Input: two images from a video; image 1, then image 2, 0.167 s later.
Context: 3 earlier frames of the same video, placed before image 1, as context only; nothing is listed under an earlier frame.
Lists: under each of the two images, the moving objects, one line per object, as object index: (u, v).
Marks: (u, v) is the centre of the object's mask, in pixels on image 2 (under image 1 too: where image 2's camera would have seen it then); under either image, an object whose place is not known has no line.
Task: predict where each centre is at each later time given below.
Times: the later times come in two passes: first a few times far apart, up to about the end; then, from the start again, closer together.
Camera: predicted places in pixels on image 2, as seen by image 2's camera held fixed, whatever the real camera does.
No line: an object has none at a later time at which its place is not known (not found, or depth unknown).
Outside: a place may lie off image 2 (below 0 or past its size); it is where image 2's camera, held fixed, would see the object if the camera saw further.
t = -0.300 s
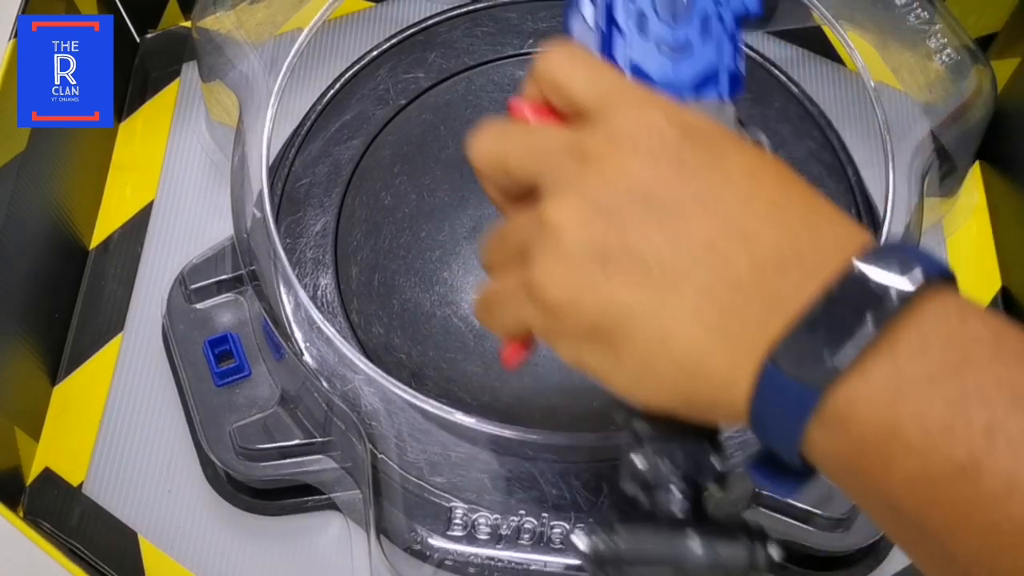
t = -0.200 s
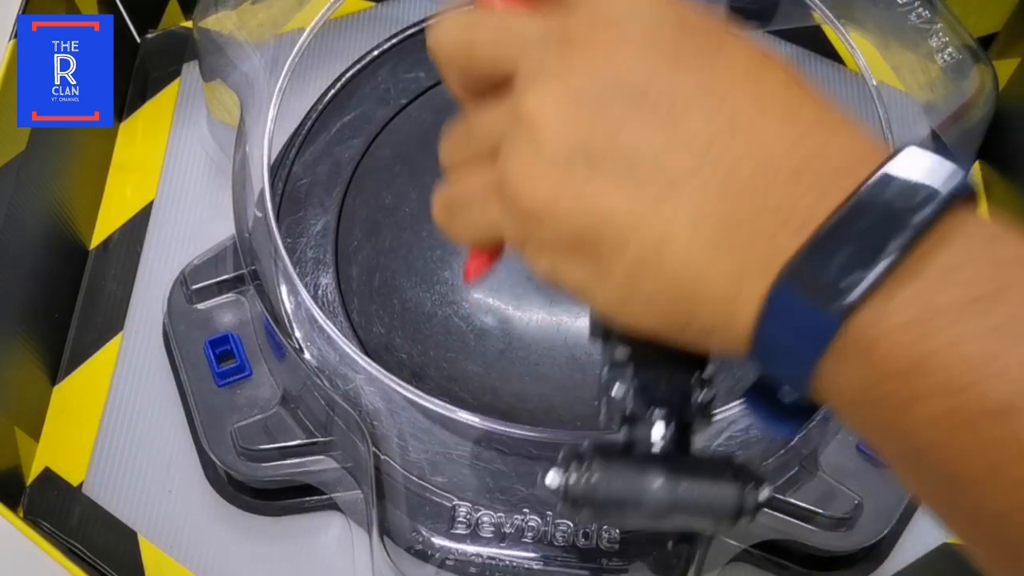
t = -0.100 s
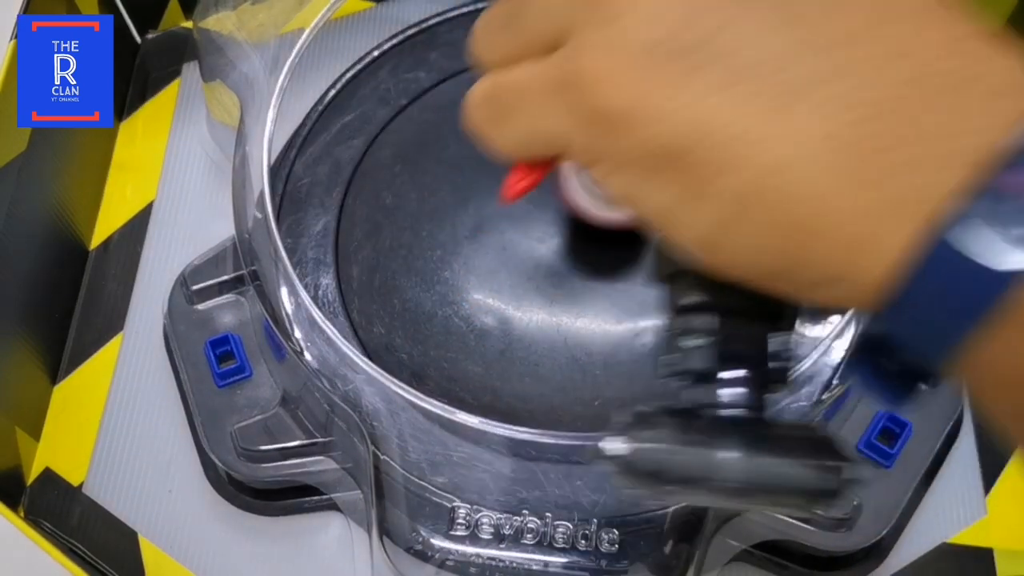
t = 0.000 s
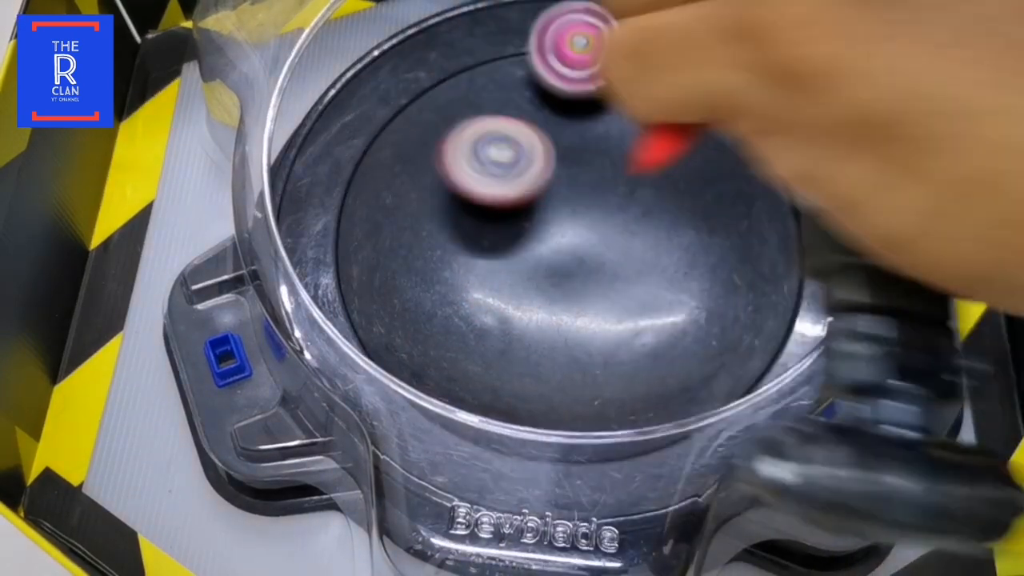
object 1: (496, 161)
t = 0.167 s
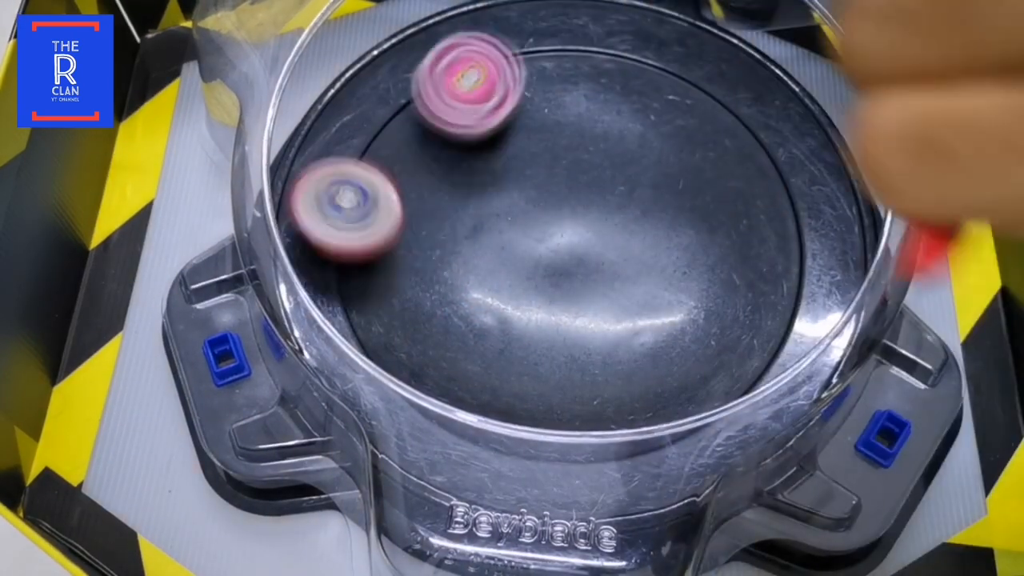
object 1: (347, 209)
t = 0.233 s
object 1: (372, 265)
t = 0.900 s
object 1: (650, 222)
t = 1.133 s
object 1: (522, 94)
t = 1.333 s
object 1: (434, 82)
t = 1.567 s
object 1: (444, 129)
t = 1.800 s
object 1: (530, 195)
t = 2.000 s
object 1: (575, 218)
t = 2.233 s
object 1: (565, 195)
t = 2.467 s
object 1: (559, 158)
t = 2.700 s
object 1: (597, 166)
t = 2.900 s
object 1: (601, 201)
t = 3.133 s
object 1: (563, 227)
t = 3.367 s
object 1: (583, 230)
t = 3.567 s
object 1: (608, 253)
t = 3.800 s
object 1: (635, 273)
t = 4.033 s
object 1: (634, 272)
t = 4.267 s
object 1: (573, 322)
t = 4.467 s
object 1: (498, 279)
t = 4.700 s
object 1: (549, 236)
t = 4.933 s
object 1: (528, 232)
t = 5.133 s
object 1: (517, 221)
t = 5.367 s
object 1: (517, 219)
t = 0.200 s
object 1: (360, 240)
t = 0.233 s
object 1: (372, 265)
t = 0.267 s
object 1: (382, 292)
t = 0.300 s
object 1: (361, 325)
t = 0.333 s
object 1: (348, 358)
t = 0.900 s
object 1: (650, 222)
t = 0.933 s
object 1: (650, 202)
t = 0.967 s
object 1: (650, 184)
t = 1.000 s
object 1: (648, 168)
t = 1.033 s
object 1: (644, 153)
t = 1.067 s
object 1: (610, 134)
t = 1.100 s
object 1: (562, 112)
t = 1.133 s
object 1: (522, 94)
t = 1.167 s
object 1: (492, 82)
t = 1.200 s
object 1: (471, 75)
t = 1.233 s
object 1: (457, 73)
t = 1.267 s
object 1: (445, 71)
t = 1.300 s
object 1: (437, 74)
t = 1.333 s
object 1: (434, 82)
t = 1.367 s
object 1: (431, 87)
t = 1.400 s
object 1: (428, 93)
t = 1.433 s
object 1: (426, 96)
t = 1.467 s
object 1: (425, 99)
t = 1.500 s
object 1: (429, 107)
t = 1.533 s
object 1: (435, 117)
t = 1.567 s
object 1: (444, 129)
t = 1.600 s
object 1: (453, 141)
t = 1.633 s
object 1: (465, 151)
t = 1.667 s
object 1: (478, 160)
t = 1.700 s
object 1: (492, 169)
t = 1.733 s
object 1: (506, 178)
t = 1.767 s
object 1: (519, 186)
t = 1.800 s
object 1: (530, 195)
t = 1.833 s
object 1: (542, 203)
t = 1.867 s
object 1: (552, 212)
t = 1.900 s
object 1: (563, 220)
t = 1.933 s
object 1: (573, 228)
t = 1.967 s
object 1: (577, 229)
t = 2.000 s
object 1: (575, 218)
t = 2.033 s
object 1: (576, 211)
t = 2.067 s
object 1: (576, 210)
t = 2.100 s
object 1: (577, 213)
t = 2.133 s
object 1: (576, 219)
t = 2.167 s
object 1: (575, 222)
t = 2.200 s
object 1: (570, 213)
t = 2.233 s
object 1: (565, 195)
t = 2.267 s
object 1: (558, 184)
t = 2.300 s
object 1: (558, 179)
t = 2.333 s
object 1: (558, 175)
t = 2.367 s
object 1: (556, 172)
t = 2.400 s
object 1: (553, 170)
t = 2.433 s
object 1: (554, 164)
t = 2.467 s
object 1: (559, 158)
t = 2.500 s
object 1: (567, 154)
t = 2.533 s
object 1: (574, 153)
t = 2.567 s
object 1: (577, 153)
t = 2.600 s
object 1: (581, 153)
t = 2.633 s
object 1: (587, 156)
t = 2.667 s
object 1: (593, 162)
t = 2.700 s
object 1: (597, 166)
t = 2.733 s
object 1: (598, 171)
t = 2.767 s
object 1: (602, 178)
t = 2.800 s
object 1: (603, 183)
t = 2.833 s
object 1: (601, 190)
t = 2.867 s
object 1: (601, 197)
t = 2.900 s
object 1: (601, 201)
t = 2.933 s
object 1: (596, 206)
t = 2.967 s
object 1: (594, 212)
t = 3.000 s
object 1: (591, 216)
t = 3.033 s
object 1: (585, 220)
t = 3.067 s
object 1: (580, 224)
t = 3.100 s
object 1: (573, 226)
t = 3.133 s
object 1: (563, 227)
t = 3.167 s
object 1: (556, 228)
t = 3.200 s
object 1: (561, 226)
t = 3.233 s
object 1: (573, 229)
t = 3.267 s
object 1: (578, 230)
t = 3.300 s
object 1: (579, 229)
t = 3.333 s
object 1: (581, 230)
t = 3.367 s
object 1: (583, 230)
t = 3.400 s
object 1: (589, 233)
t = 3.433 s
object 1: (592, 236)
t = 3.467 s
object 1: (598, 239)
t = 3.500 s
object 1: (600, 245)
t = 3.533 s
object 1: (603, 247)
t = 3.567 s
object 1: (608, 253)
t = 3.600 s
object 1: (612, 258)
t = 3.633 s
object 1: (617, 260)
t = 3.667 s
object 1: (622, 264)
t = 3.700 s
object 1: (625, 269)
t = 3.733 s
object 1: (628, 271)
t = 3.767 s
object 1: (631, 272)
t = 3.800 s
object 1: (635, 273)
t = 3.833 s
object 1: (637, 275)
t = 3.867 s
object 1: (638, 275)
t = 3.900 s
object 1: (638, 275)
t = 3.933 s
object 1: (637, 275)
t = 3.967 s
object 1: (636, 274)
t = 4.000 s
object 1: (635, 273)
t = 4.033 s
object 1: (634, 272)
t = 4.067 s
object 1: (632, 270)
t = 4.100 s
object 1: (631, 267)
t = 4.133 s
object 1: (622, 276)
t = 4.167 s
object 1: (611, 296)
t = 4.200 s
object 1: (599, 308)
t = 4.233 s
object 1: (587, 319)
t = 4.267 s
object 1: (573, 322)
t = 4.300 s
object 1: (558, 326)
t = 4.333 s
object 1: (544, 325)
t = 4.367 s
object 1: (527, 320)
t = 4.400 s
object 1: (514, 310)
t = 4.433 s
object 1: (504, 295)
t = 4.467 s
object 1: (498, 279)
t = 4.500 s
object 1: (499, 263)
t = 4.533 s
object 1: (506, 249)
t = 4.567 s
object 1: (517, 238)
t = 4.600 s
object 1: (533, 232)
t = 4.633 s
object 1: (546, 230)
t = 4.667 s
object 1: (555, 232)
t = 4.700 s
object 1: (549, 236)
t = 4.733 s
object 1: (545, 239)
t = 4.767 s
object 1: (547, 242)
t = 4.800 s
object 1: (550, 245)
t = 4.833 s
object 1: (550, 248)
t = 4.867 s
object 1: (545, 247)
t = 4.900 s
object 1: (536, 240)
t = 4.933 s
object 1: (528, 232)
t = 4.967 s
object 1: (520, 226)
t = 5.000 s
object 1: (516, 224)
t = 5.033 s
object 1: (516, 224)
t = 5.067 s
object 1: (516, 223)
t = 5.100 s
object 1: (517, 222)
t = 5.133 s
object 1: (517, 221)
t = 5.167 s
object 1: (517, 220)
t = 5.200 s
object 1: (517, 219)
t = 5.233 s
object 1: (517, 220)
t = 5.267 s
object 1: (517, 221)
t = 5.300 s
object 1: (517, 222)
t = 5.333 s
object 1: (516, 221)
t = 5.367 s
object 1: (517, 219)
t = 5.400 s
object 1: (518, 216)
